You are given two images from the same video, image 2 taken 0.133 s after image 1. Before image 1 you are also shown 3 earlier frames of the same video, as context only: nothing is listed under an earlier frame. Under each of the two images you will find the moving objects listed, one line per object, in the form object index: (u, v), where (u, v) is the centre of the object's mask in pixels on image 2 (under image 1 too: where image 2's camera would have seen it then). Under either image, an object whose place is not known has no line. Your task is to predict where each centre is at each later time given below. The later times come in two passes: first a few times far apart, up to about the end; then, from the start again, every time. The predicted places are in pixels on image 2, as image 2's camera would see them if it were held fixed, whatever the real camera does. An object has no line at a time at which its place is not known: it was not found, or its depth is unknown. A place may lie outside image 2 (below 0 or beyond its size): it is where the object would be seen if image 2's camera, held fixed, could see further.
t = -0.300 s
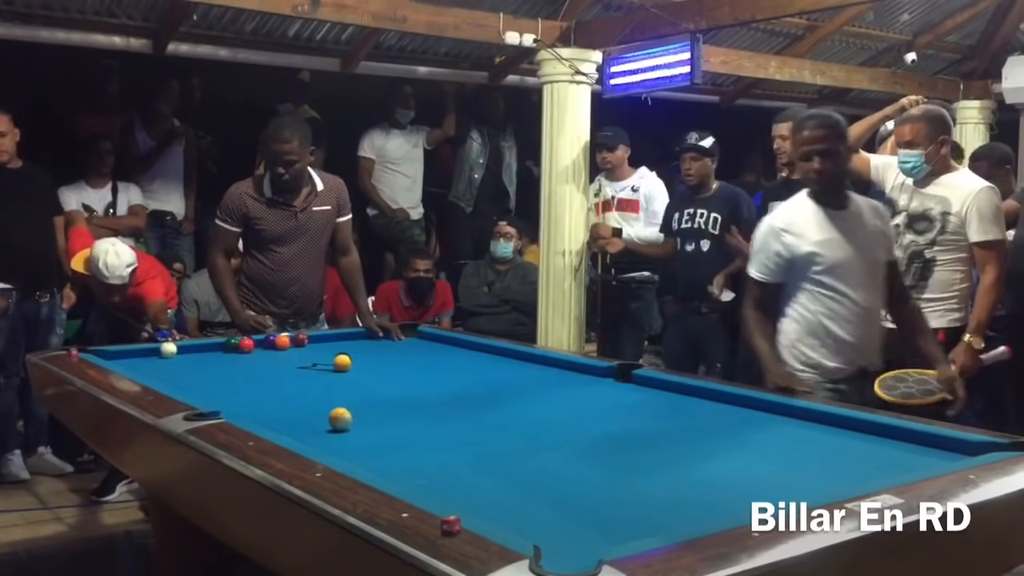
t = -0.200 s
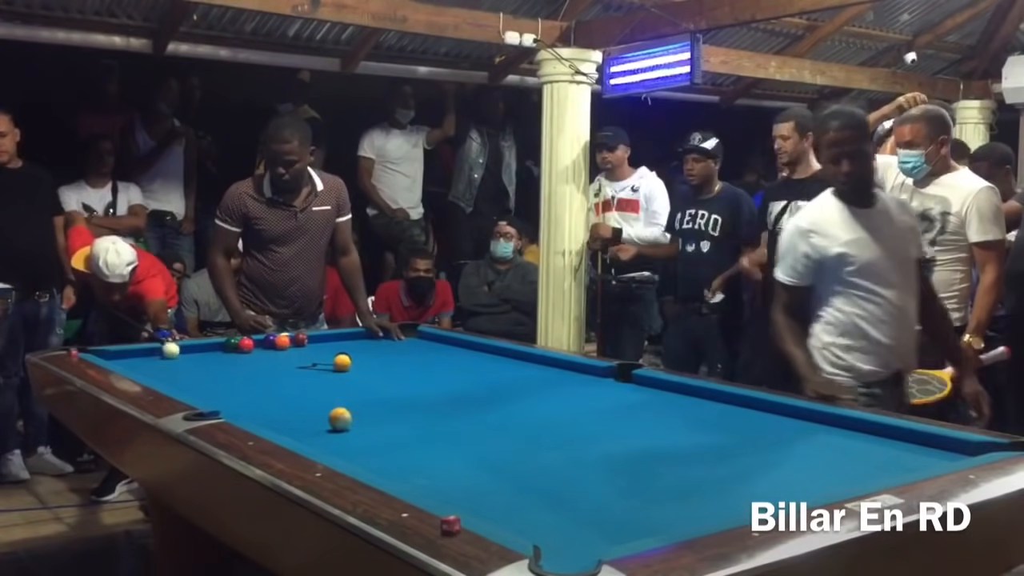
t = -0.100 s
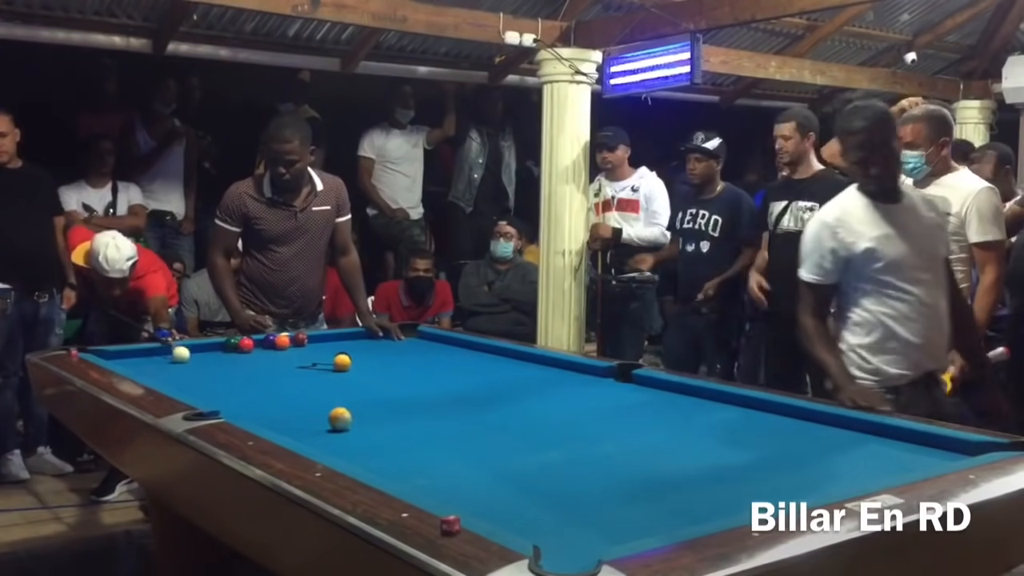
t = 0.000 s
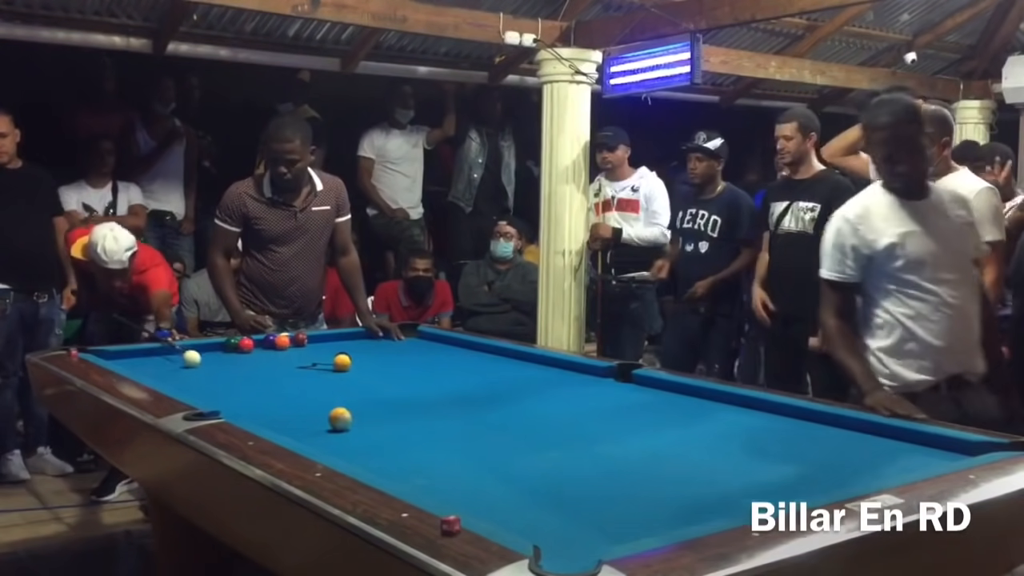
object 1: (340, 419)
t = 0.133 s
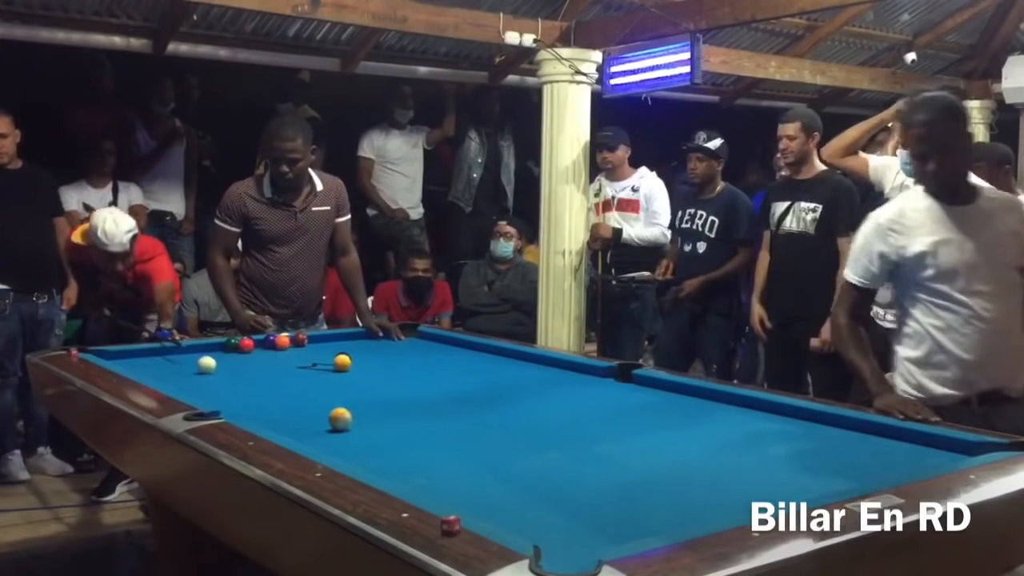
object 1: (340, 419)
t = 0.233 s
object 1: (340, 419)
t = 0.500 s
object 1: (340, 419)
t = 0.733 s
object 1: (340, 419)
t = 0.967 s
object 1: (340, 419)
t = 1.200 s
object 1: (356, 427)
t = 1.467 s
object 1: (381, 440)
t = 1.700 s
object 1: (405, 453)
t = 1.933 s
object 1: (430, 466)
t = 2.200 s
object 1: (460, 482)
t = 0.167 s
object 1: (340, 419)
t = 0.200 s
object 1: (340, 419)
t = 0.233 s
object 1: (340, 419)
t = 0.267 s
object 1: (340, 419)
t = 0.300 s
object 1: (340, 419)
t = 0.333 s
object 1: (340, 419)
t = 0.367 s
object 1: (340, 419)
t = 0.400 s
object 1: (340, 419)
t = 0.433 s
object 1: (340, 419)
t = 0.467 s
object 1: (340, 419)
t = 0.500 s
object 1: (340, 419)
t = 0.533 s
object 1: (340, 419)
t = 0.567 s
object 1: (340, 419)
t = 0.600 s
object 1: (340, 419)
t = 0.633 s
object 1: (340, 419)
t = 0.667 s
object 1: (340, 419)
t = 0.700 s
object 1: (340, 419)
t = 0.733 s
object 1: (340, 419)
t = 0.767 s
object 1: (340, 419)
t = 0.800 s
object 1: (340, 419)
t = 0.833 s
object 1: (340, 419)
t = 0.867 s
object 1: (340, 419)
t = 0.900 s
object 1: (340, 419)
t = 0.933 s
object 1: (340, 419)
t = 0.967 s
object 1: (340, 419)
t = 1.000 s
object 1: (340, 420)
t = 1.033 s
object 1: (341, 420)
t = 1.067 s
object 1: (343, 421)
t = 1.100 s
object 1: (347, 423)
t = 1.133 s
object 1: (350, 424)
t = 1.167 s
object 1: (353, 426)
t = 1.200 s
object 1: (356, 427)
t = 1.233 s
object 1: (359, 429)
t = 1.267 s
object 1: (362, 430)
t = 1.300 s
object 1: (366, 432)
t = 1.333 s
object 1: (369, 434)
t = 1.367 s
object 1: (372, 436)
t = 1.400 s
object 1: (375, 437)
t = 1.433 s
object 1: (378, 439)
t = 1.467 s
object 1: (381, 440)
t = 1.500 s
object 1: (385, 442)
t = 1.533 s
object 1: (388, 444)
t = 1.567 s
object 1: (392, 446)
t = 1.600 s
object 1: (395, 447)
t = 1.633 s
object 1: (399, 449)
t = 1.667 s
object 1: (402, 451)
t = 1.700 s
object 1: (405, 453)
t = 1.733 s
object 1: (409, 455)
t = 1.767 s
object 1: (412, 456)
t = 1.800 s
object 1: (416, 458)
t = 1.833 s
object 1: (419, 460)
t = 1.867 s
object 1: (423, 462)
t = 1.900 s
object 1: (427, 464)
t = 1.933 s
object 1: (430, 466)
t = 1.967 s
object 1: (434, 468)
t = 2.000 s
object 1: (438, 470)
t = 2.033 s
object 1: (441, 472)
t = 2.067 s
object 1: (445, 474)
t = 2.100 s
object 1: (448, 475)
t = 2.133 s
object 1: (452, 477)
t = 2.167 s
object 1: (456, 479)
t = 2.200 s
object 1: (460, 482)
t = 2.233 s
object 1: (464, 484)
